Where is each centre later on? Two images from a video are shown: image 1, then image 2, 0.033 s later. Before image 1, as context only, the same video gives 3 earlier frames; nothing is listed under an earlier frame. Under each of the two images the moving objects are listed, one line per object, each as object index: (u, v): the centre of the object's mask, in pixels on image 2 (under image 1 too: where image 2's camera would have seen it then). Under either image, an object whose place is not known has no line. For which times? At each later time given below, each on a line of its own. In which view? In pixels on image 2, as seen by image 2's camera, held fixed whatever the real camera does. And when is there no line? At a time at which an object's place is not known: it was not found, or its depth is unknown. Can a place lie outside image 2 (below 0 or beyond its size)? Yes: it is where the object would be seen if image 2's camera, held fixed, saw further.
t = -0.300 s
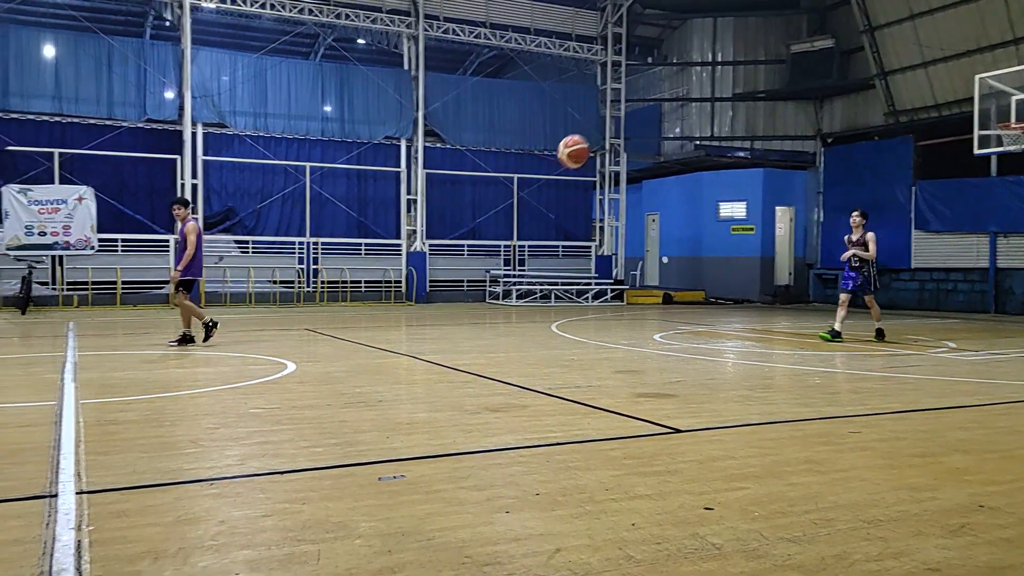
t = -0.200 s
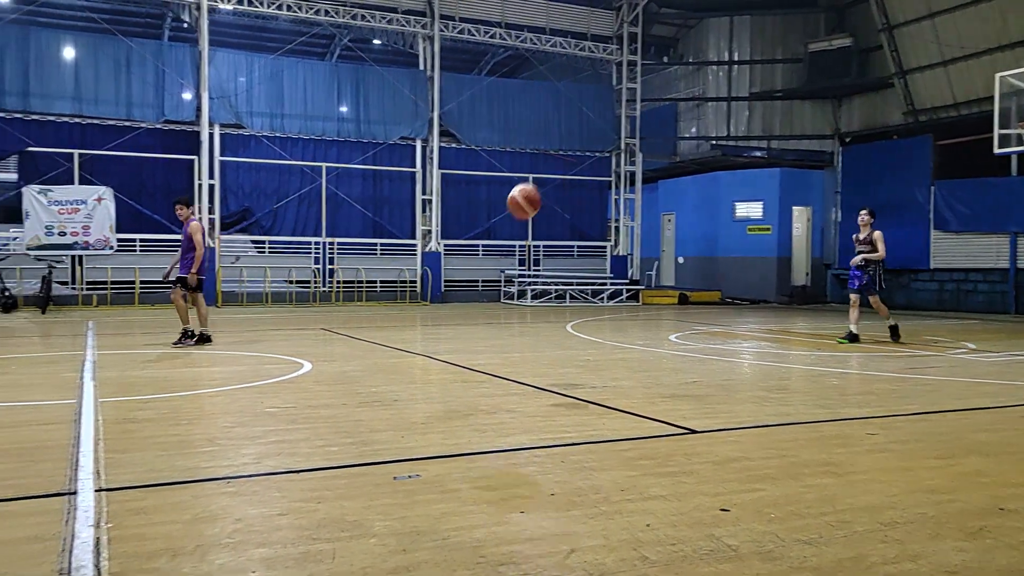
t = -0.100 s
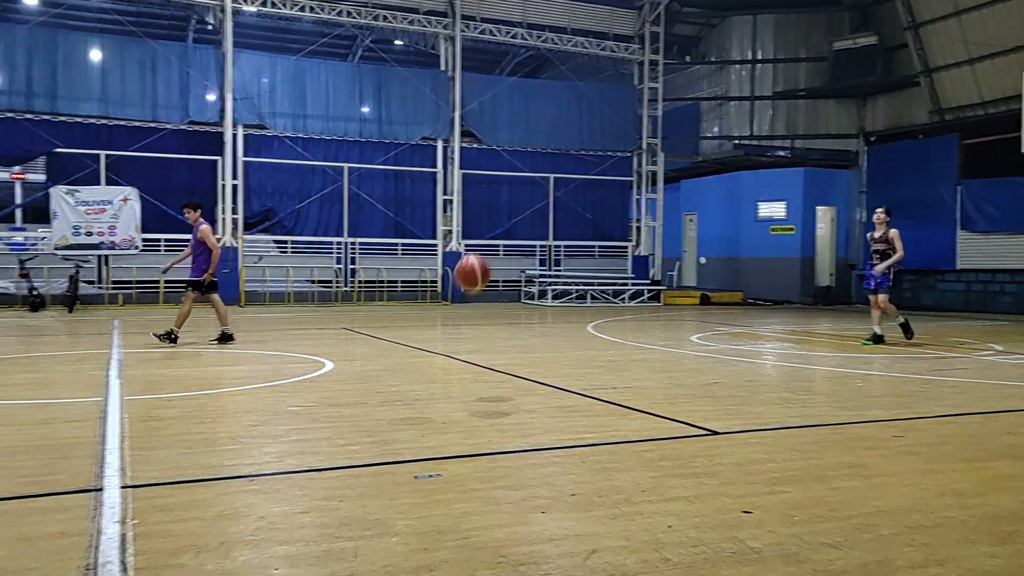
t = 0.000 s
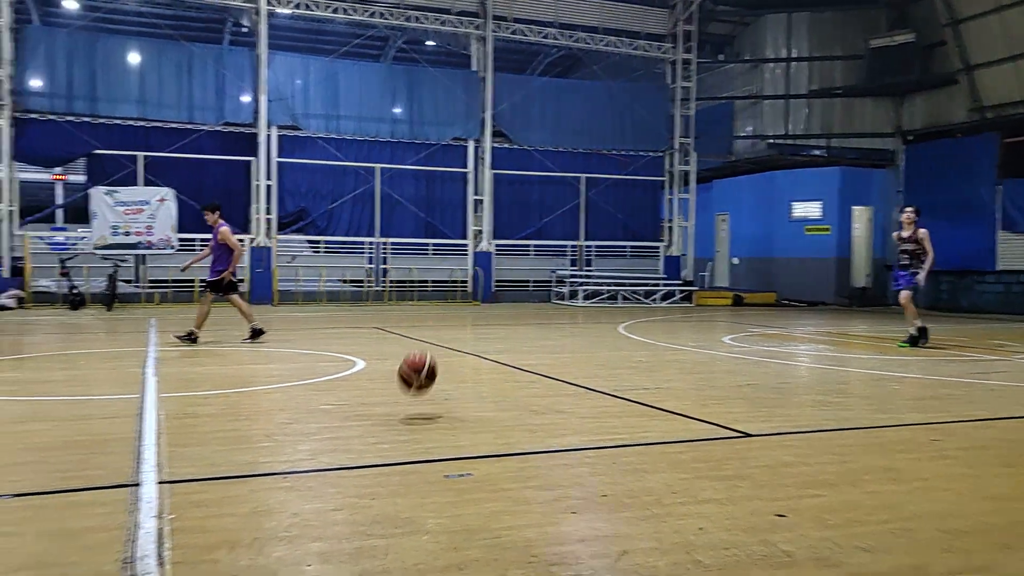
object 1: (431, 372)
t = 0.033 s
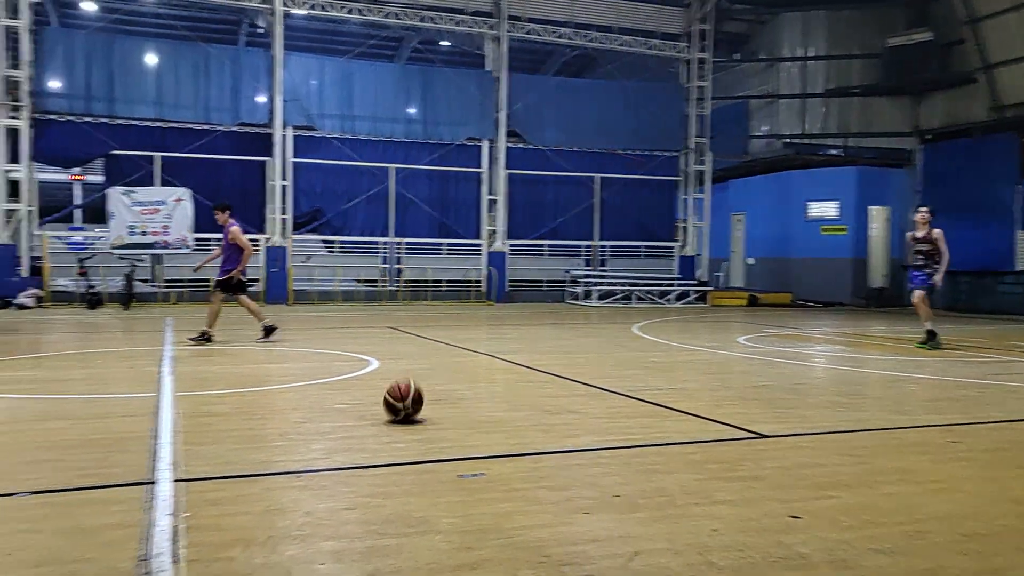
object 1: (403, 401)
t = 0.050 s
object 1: (395, 387)
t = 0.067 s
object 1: (388, 373)
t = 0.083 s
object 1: (380, 359)
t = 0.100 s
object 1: (371, 345)
